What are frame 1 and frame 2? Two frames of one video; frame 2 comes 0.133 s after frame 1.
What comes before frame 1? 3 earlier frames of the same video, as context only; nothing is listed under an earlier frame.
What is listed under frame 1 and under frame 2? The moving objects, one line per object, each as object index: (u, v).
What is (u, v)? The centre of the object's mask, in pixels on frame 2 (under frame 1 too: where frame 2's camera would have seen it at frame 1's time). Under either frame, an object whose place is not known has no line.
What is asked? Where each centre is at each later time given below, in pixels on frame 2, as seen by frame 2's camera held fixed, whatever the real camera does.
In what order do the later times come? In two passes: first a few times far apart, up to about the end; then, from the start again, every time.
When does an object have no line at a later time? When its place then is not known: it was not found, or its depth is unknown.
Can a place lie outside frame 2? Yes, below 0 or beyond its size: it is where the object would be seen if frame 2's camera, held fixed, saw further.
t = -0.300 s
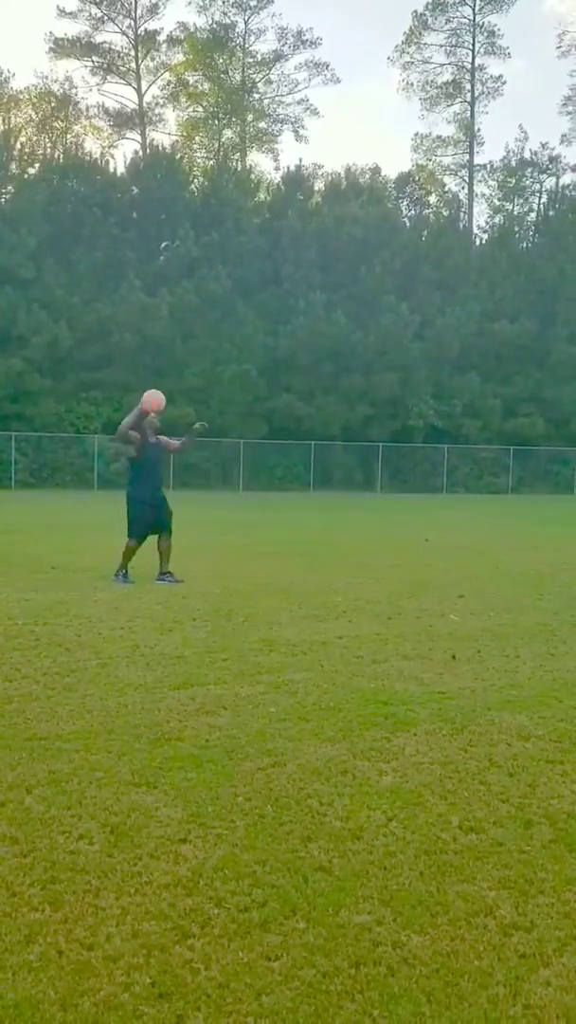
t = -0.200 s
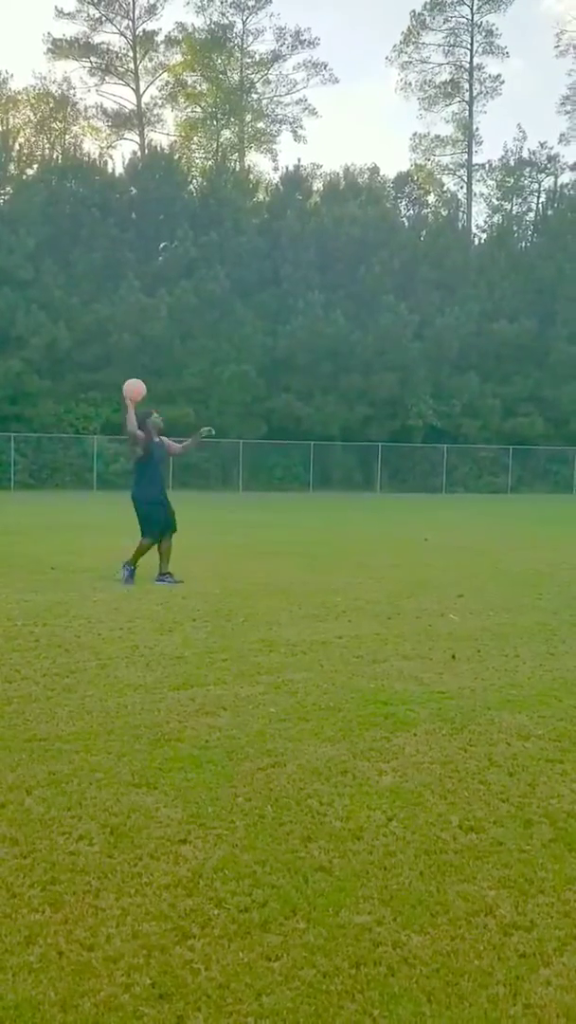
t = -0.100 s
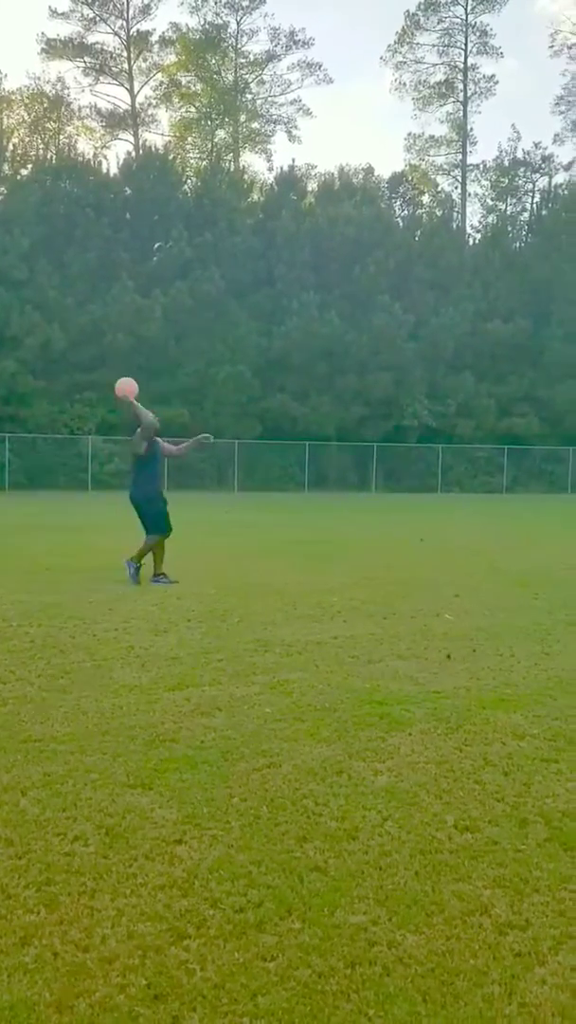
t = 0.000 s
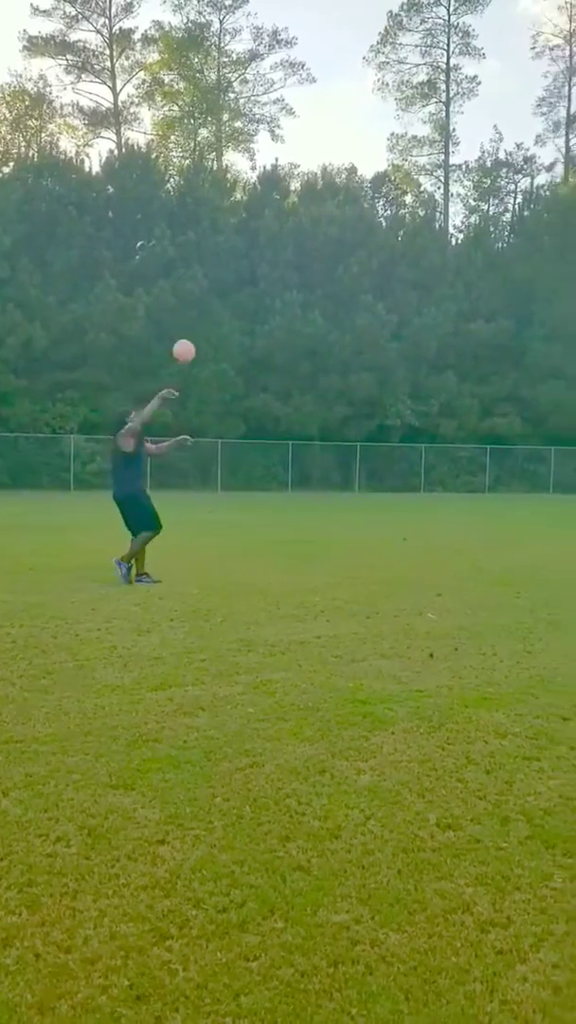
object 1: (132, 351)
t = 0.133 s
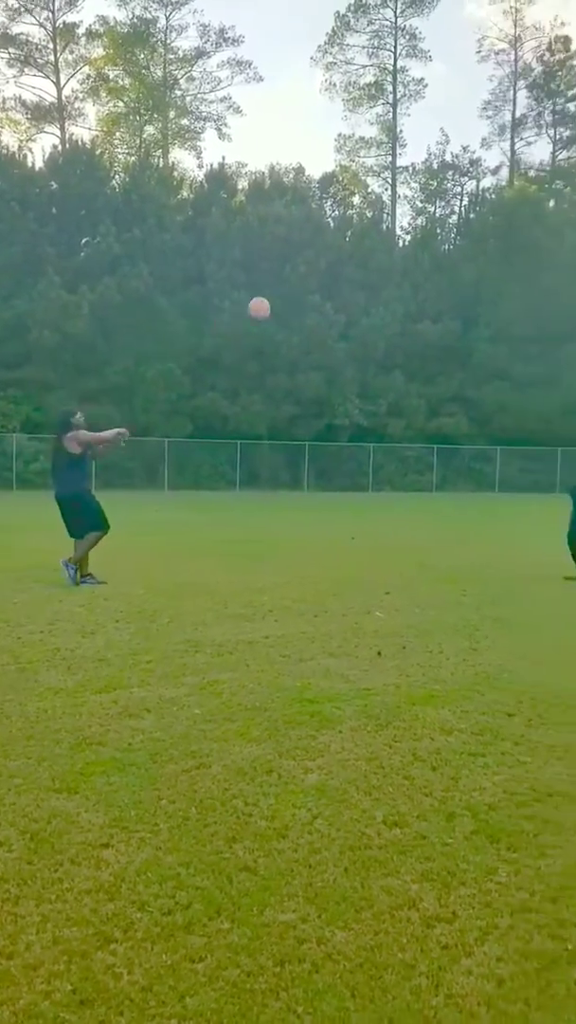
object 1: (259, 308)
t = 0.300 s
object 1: (405, 276)
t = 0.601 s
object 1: (628, 275)
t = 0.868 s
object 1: (788, 329)
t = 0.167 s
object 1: (290, 299)
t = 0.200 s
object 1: (320, 292)
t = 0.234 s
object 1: (349, 286)
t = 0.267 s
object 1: (377, 281)
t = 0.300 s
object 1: (405, 276)
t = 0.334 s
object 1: (432, 272)
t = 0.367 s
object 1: (458, 270)
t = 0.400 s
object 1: (484, 268)
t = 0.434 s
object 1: (510, 267)
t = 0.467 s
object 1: (534, 267)
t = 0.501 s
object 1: (558, 269)
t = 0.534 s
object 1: (582, 270)
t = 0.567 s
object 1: (605, 272)
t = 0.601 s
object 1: (628, 275)
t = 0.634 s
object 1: (650, 279)
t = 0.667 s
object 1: (671, 285)
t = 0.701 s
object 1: (692, 291)
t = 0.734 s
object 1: (712, 297)
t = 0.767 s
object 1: (731, 304)
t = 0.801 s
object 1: (751, 312)
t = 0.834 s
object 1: (770, 320)
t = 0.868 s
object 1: (788, 329)
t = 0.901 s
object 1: (806, 339)
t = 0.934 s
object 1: (824, 349)
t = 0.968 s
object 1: (839, 360)
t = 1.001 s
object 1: (857, 371)
